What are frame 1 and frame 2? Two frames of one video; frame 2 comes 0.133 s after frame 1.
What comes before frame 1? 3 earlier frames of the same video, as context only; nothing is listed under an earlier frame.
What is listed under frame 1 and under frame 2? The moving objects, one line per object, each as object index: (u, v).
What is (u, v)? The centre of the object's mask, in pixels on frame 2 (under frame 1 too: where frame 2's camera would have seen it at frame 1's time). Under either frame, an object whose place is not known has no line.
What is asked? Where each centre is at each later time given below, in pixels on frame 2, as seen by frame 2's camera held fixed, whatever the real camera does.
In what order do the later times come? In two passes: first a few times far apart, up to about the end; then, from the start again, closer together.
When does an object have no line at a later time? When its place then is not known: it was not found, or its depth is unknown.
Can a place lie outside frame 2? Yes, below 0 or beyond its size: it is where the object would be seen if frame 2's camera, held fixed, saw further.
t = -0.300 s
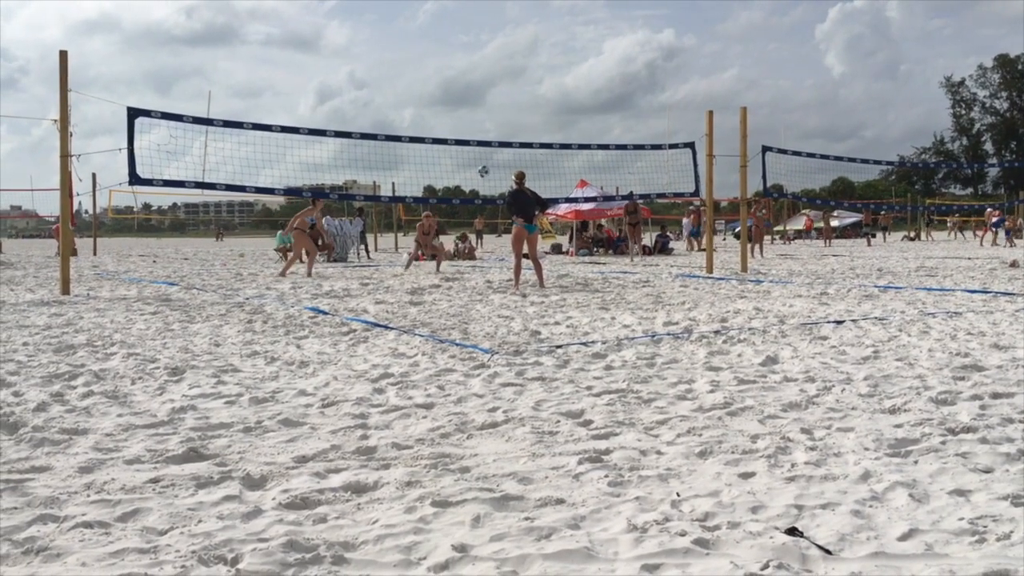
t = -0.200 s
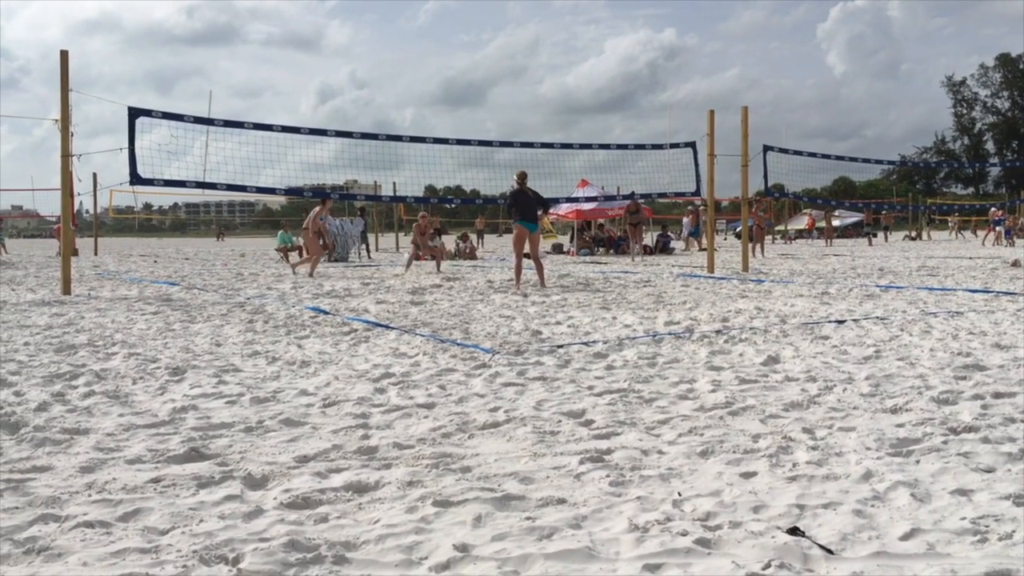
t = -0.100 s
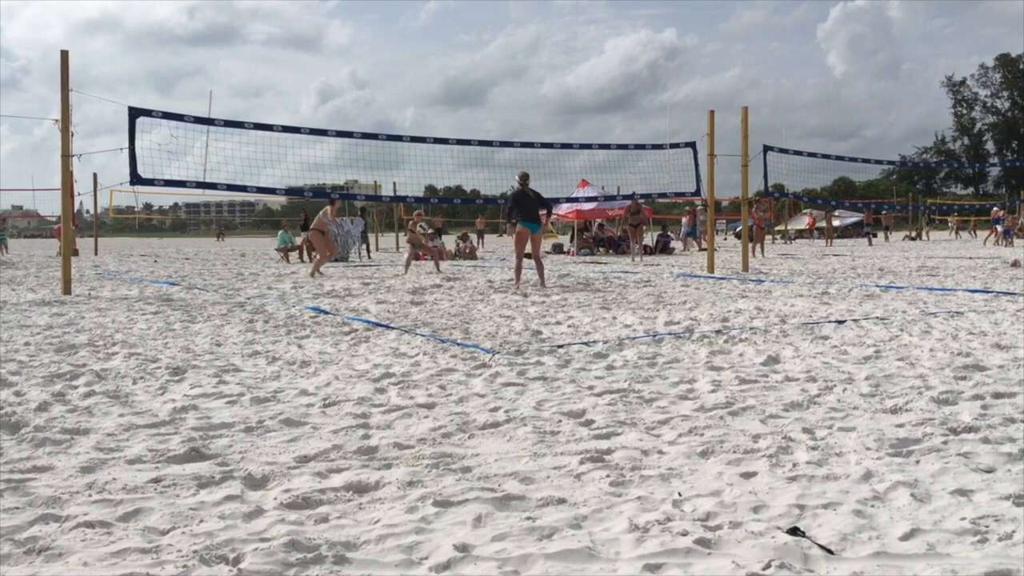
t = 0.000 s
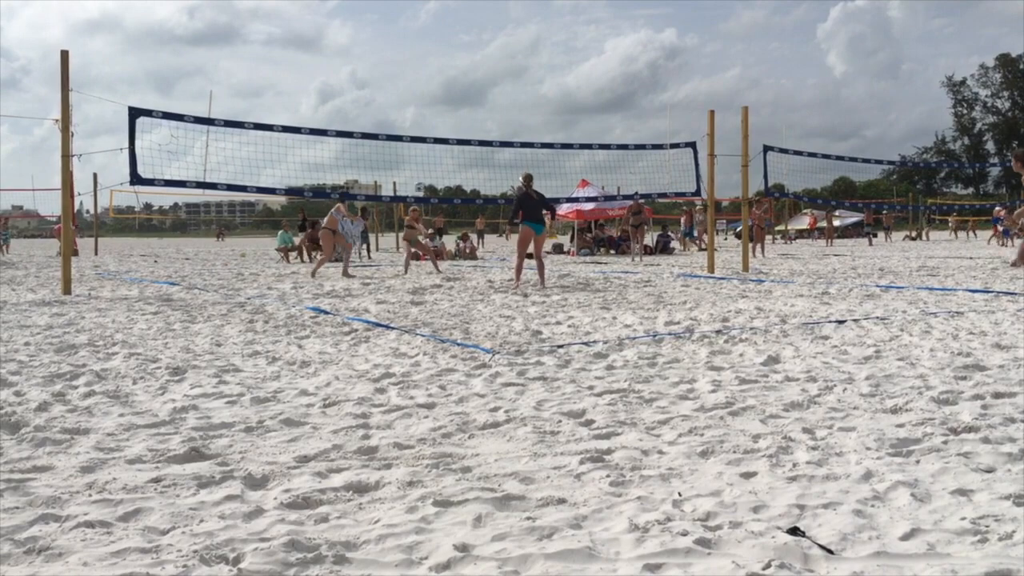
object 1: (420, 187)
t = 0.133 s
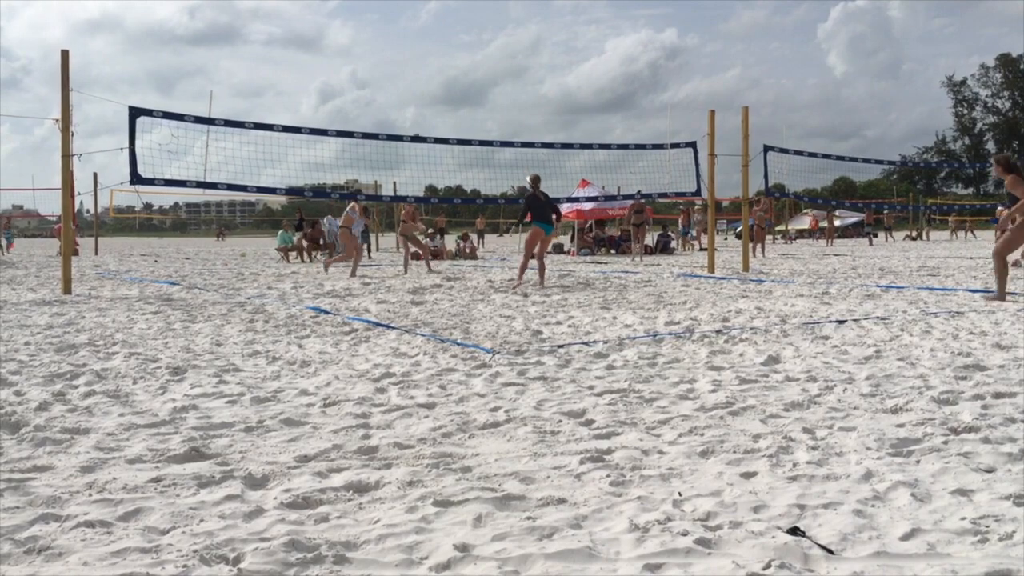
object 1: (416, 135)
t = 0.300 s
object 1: (411, 93)
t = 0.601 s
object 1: (407, 47)
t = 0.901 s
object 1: (407, 51)
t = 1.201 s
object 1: (413, 105)
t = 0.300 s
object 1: (411, 93)
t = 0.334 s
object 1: (411, 85)
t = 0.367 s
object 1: (410, 78)
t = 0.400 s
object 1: (409, 72)
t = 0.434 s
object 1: (409, 66)
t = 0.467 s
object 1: (408, 61)
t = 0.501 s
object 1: (408, 57)
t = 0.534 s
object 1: (407, 53)
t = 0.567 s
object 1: (407, 49)
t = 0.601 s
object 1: (407, 47)
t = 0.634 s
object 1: (406, 45)
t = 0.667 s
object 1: (406, 43)
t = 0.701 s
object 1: (406, 43)
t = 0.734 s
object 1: (406, 42)
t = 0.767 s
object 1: (406, 43)
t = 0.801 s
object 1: (406, 44)
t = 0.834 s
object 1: (406, 45)
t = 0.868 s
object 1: (406, 48)
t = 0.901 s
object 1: (407, 51)
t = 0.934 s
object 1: (407, 54)
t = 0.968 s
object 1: (407, 58)
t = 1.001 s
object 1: (408, 63)
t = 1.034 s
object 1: (408, 68)
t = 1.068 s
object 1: (409, 75)
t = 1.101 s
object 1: (410, 81)
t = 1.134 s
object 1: (411, 88)
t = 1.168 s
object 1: (412, 97)
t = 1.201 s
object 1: (413, 105)
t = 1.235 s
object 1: (413, 114)
